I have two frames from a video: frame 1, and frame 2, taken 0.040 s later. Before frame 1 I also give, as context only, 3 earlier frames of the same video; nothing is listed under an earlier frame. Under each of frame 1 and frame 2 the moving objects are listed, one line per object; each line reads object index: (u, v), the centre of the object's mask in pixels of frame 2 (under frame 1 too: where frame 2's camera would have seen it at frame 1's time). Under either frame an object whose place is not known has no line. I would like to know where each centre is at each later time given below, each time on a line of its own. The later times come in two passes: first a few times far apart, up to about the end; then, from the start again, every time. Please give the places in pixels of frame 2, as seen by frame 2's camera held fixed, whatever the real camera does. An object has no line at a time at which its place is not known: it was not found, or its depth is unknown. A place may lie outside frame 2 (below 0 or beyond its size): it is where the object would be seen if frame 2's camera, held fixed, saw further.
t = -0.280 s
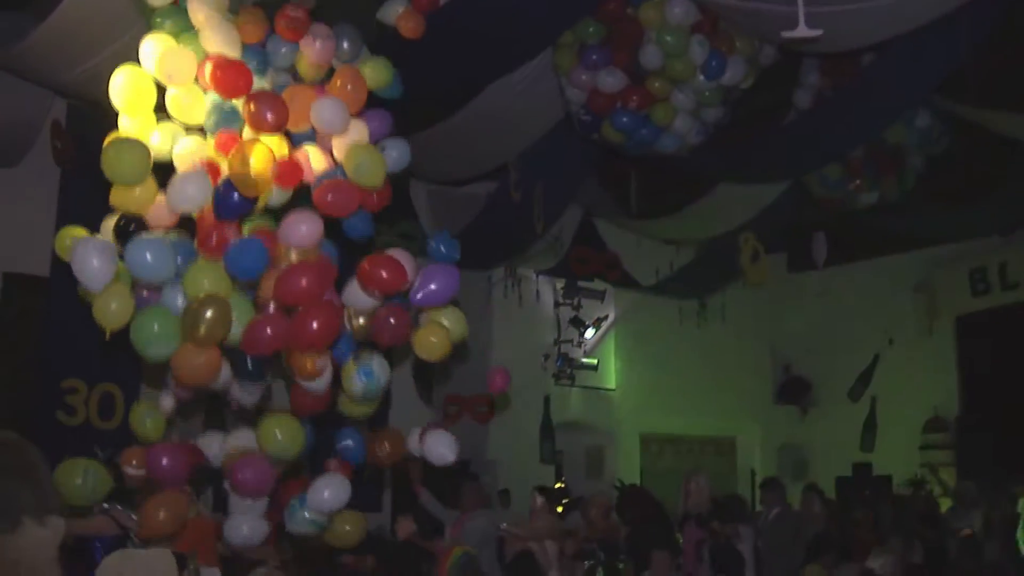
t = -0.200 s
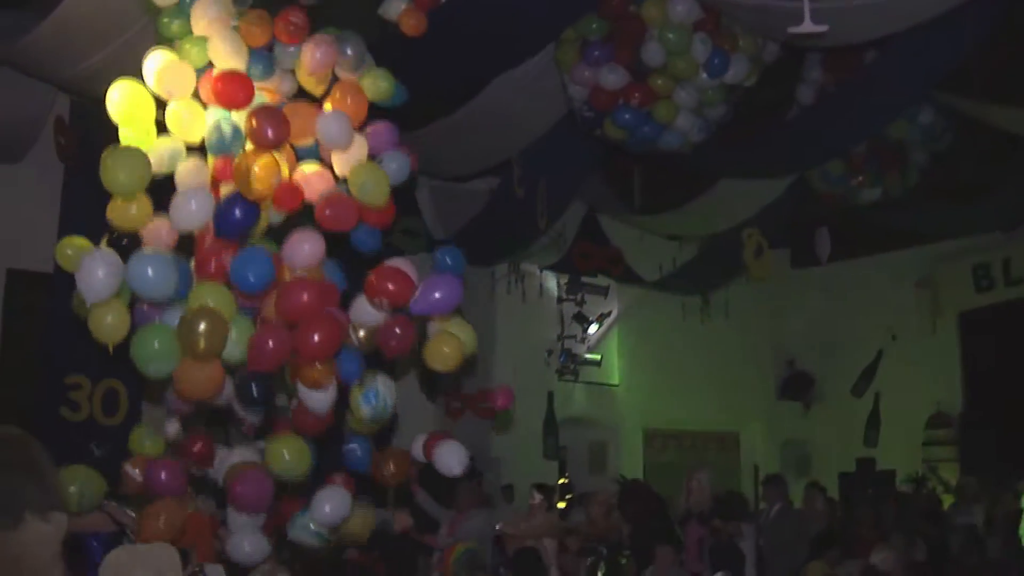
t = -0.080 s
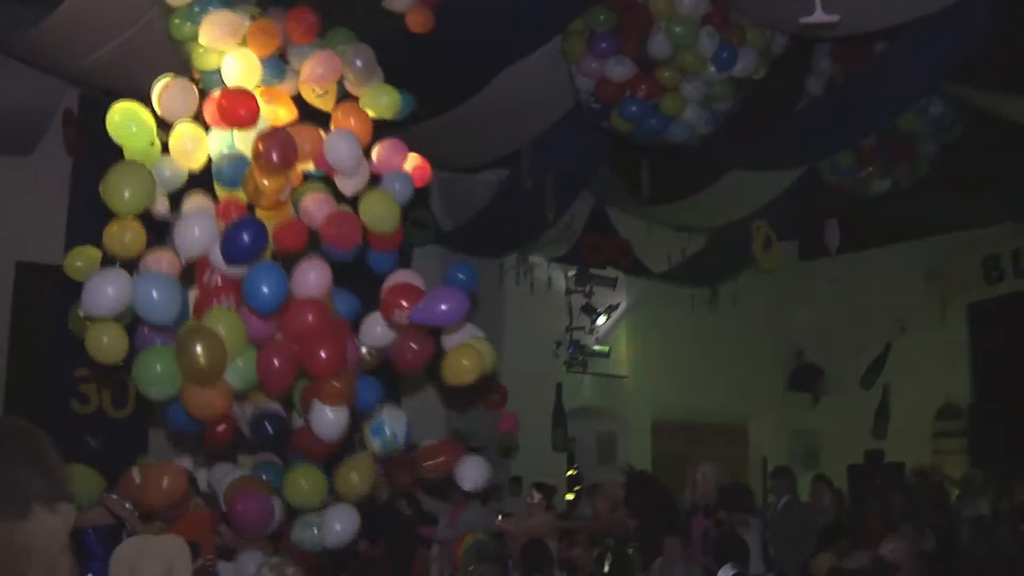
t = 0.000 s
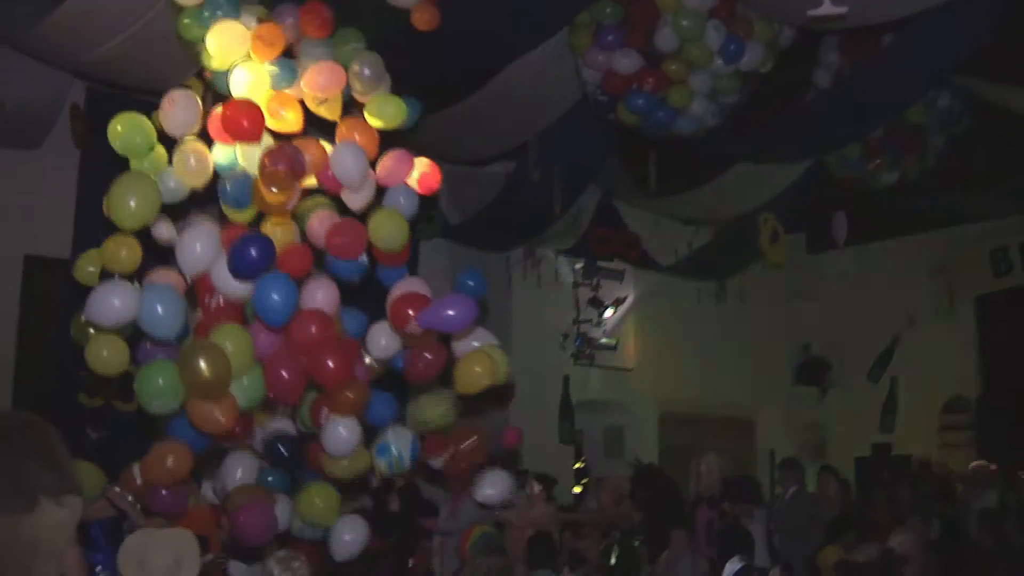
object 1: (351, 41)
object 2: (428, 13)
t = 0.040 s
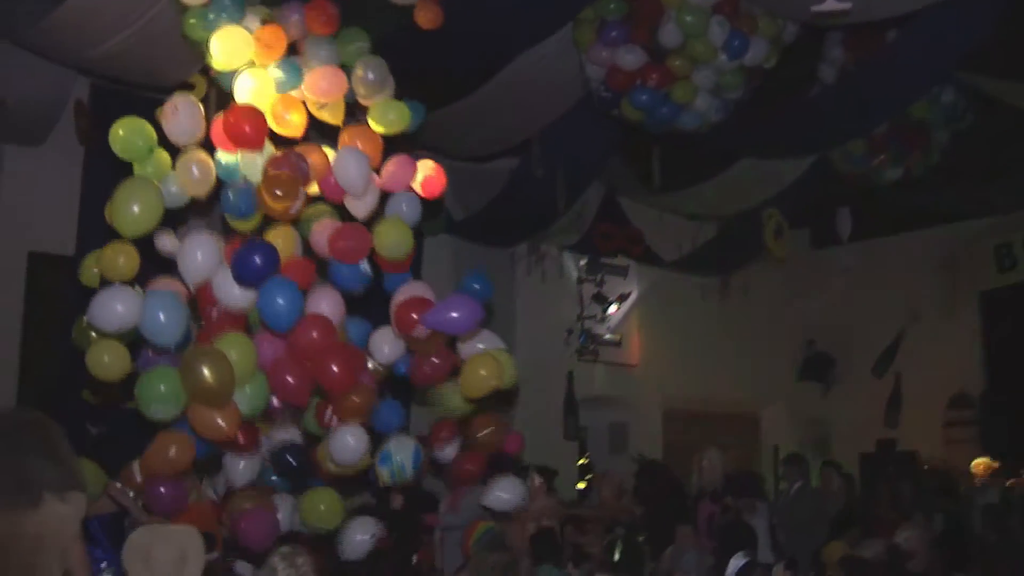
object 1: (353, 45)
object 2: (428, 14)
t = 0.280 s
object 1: (366, 74)
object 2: (429, 36)
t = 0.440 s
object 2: (430, 48)
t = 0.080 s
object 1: (355, 49)
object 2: (428, 18)
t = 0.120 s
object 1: (357, 53)
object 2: (428, 21)
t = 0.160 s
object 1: (360, 59)
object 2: (428, 25)
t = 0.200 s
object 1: (362, 63)
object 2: (429, 29)
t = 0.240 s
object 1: (364, 69)
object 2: (429, 33)
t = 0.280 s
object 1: (366, 74)
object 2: (429, 36)
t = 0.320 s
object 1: (368, 80)
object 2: (429, 39)
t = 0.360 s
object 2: (430, 43)
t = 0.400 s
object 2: (430, 45)
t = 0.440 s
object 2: (430, 48)
